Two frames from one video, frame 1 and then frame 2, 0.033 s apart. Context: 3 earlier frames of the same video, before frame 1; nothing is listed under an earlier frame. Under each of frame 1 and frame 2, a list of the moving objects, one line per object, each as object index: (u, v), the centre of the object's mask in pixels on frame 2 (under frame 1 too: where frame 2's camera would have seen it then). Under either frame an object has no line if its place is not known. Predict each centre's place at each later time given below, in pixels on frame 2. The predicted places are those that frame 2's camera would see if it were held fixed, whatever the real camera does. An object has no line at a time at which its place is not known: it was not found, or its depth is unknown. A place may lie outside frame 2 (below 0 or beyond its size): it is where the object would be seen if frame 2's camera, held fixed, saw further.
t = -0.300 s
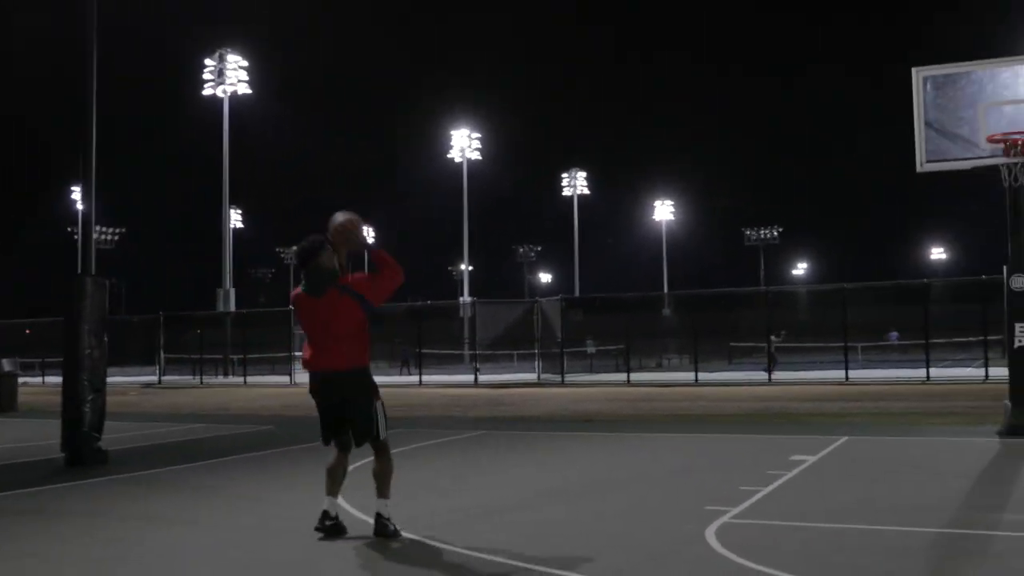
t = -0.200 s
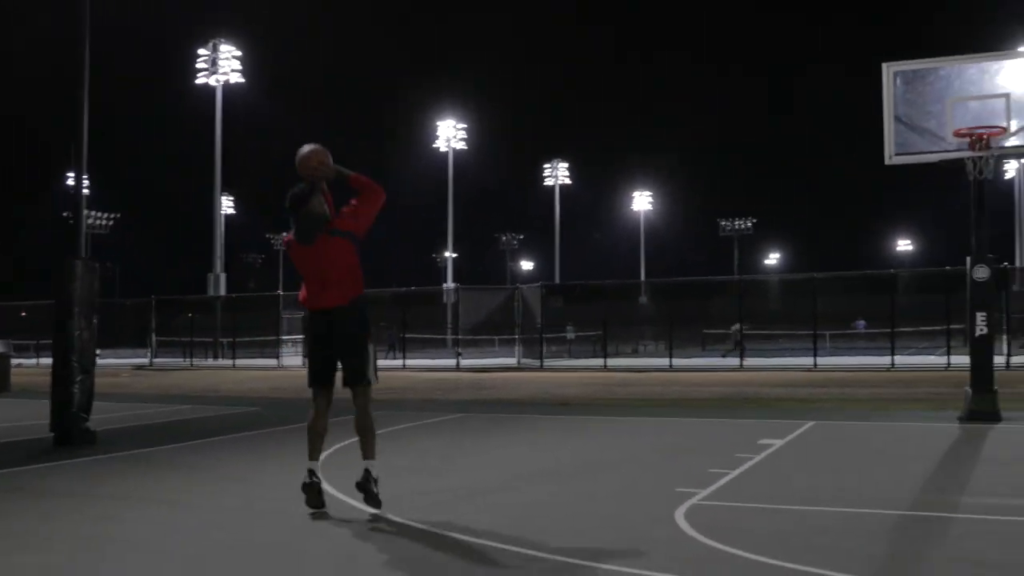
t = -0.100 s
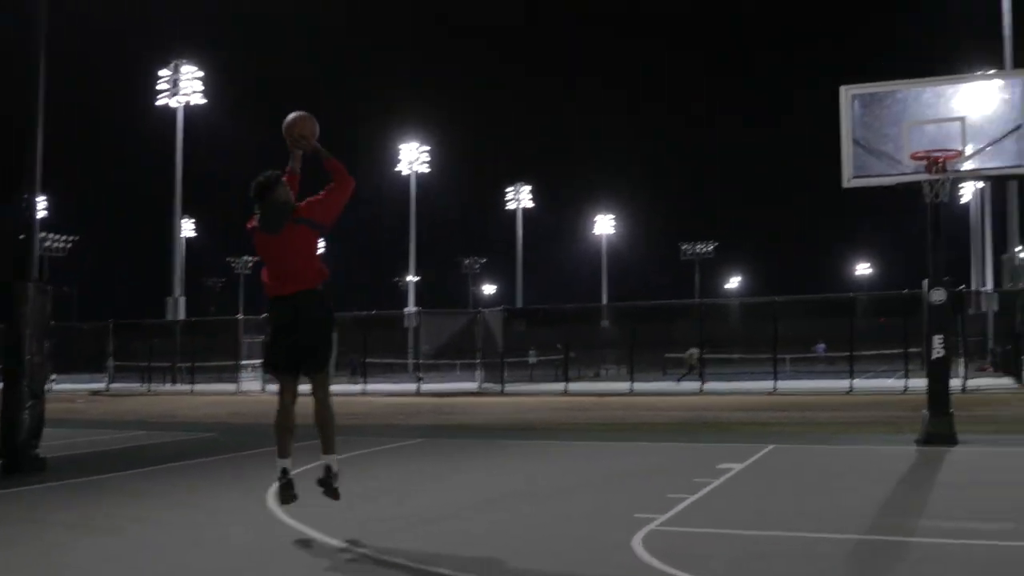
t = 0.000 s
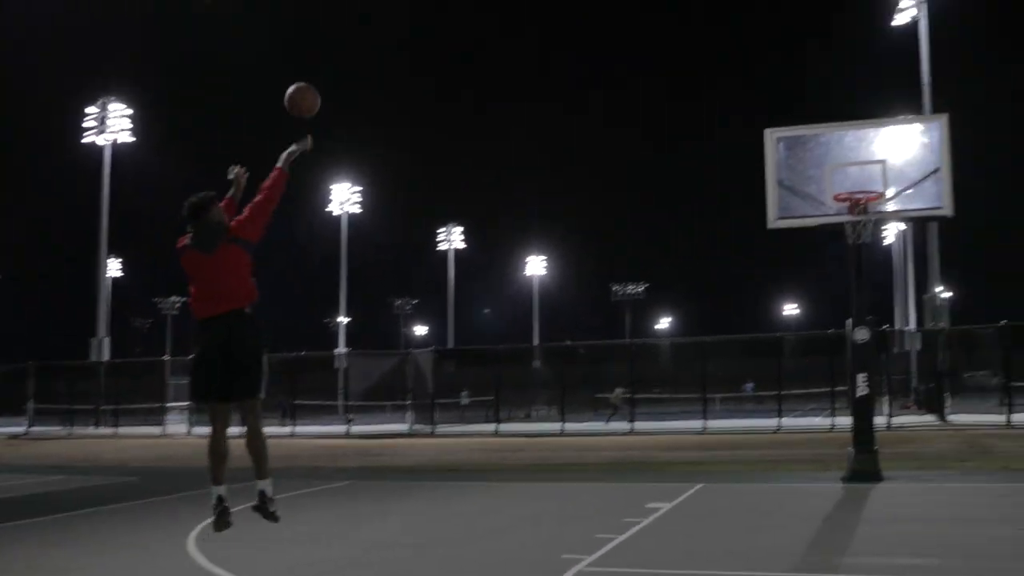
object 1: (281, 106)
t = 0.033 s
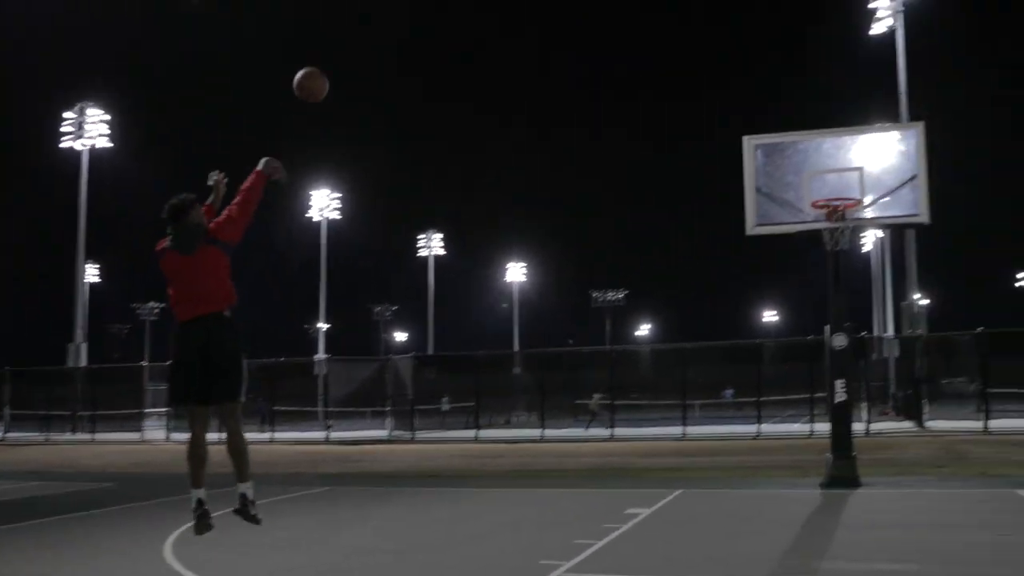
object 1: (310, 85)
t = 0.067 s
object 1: (337, 65)
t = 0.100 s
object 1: (363, 46)
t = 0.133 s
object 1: (390, 30)
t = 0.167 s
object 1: (413, 15)
